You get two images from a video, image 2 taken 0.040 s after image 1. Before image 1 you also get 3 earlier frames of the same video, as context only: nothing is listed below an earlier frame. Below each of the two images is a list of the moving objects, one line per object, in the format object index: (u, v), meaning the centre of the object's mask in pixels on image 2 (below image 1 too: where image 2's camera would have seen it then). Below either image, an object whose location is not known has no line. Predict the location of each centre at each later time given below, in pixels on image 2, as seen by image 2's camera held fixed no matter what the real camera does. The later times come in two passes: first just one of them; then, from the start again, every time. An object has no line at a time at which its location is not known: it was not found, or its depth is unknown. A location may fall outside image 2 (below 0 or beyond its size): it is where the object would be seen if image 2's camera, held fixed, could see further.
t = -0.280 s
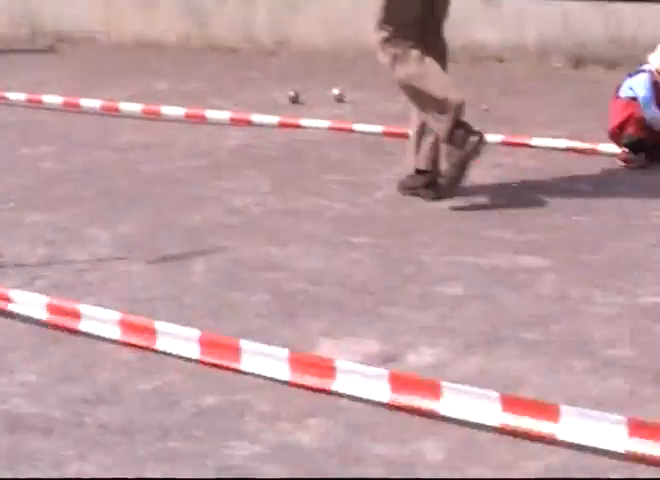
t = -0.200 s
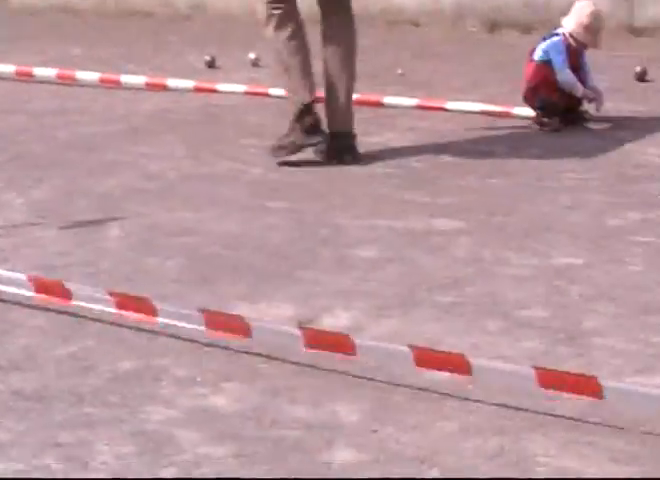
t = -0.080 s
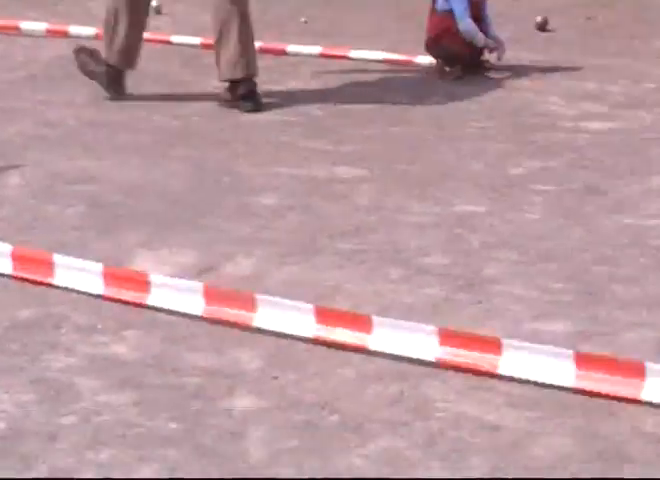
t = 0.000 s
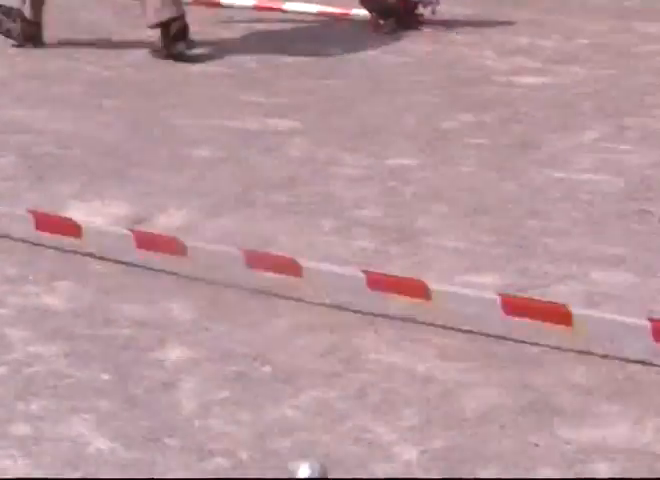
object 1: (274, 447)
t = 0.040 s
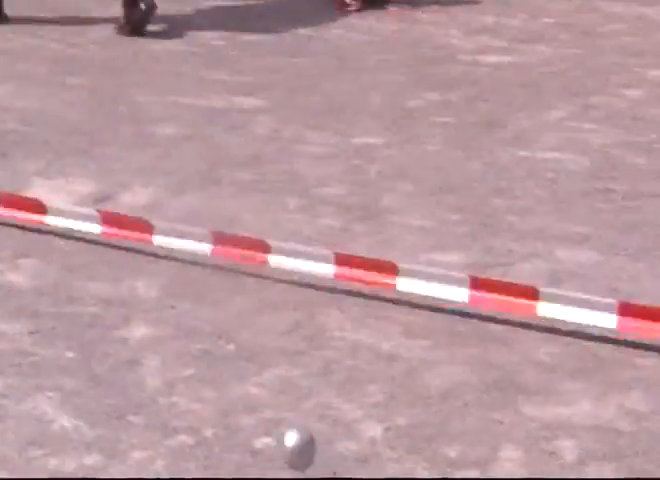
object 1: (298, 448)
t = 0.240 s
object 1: (406, 497)
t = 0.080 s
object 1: (319, 443)
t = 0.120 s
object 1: (340, 446)
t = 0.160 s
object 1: (362, 460)
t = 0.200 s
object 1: (383, 484)
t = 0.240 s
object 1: (406, 497)
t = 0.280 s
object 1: (433, 507)
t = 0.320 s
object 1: (457, 515)
